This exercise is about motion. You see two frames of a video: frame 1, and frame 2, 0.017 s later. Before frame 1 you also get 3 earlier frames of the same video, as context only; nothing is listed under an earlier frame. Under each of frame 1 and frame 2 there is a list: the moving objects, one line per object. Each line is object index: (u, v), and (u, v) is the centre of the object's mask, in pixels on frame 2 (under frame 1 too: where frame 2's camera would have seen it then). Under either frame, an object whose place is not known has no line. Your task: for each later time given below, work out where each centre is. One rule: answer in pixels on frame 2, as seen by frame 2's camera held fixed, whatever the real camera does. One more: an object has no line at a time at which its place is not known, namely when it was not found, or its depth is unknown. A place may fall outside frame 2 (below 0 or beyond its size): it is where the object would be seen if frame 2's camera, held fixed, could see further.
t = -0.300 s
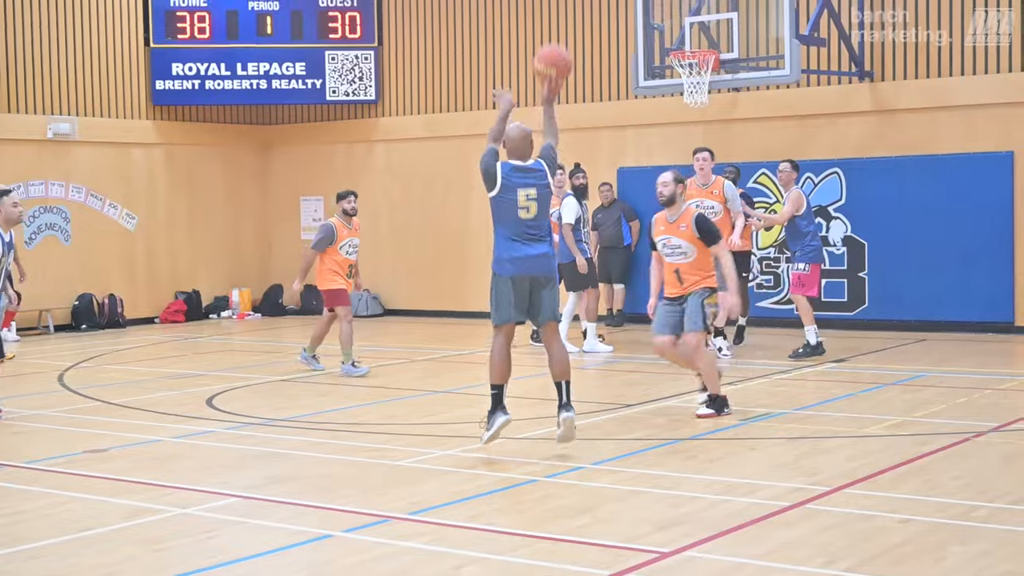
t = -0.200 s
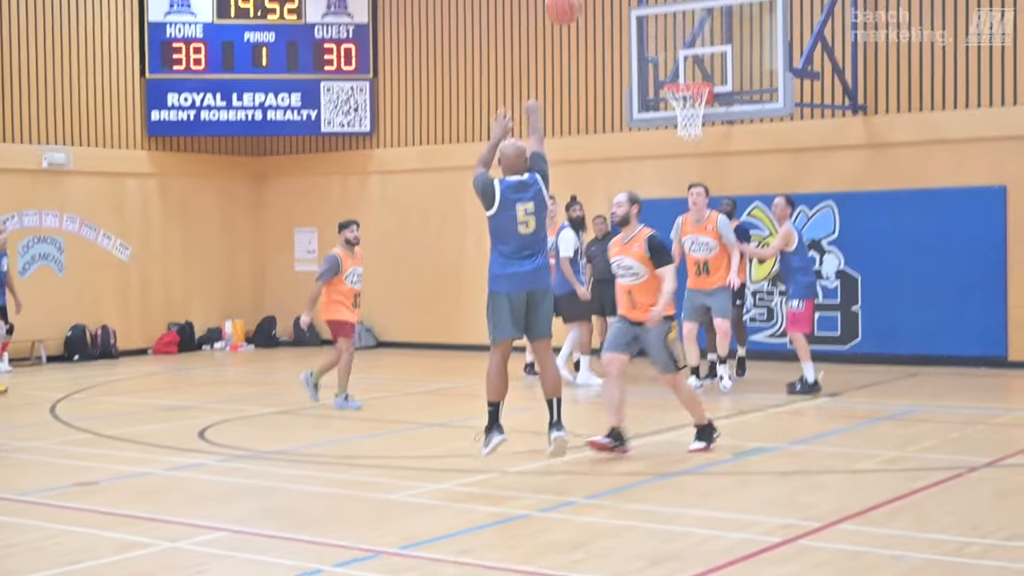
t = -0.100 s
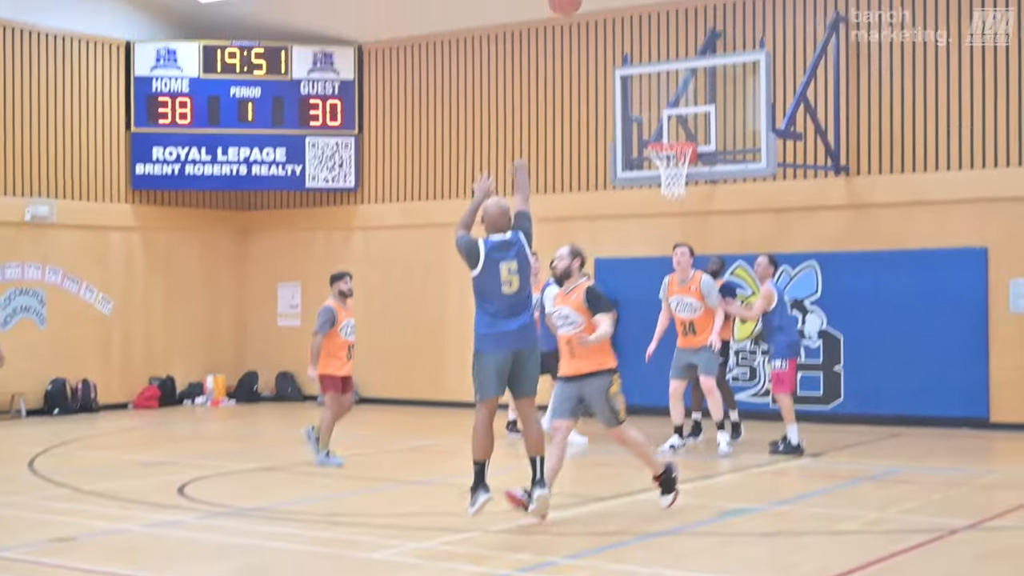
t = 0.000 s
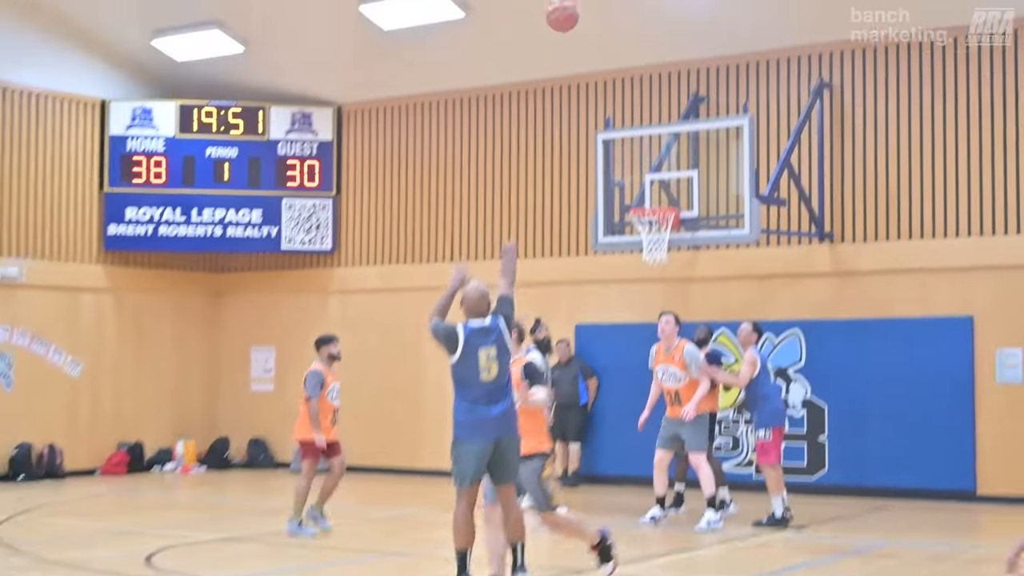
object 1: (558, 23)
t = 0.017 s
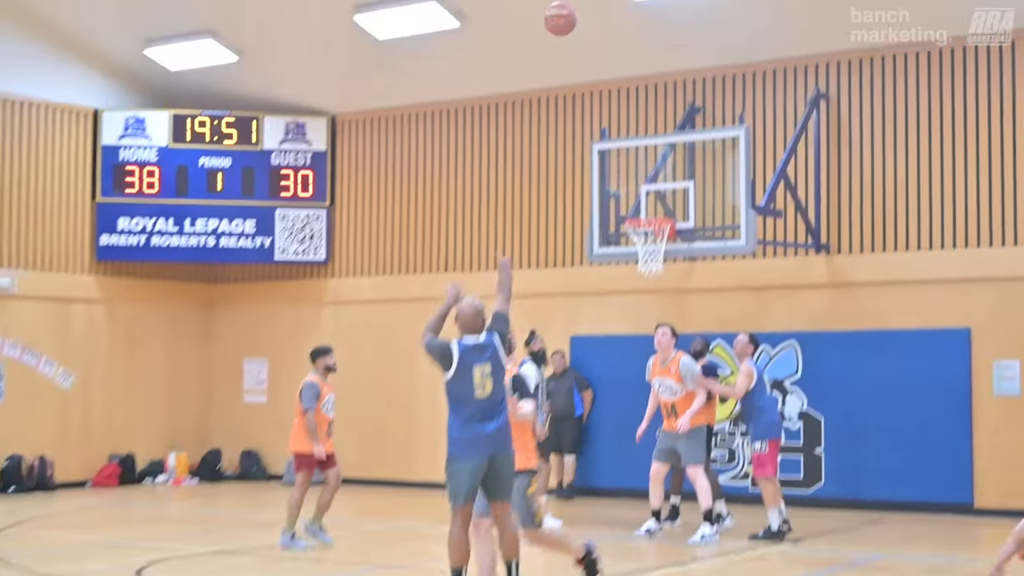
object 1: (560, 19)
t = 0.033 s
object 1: (562, 15)
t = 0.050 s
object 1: (564, 11)
